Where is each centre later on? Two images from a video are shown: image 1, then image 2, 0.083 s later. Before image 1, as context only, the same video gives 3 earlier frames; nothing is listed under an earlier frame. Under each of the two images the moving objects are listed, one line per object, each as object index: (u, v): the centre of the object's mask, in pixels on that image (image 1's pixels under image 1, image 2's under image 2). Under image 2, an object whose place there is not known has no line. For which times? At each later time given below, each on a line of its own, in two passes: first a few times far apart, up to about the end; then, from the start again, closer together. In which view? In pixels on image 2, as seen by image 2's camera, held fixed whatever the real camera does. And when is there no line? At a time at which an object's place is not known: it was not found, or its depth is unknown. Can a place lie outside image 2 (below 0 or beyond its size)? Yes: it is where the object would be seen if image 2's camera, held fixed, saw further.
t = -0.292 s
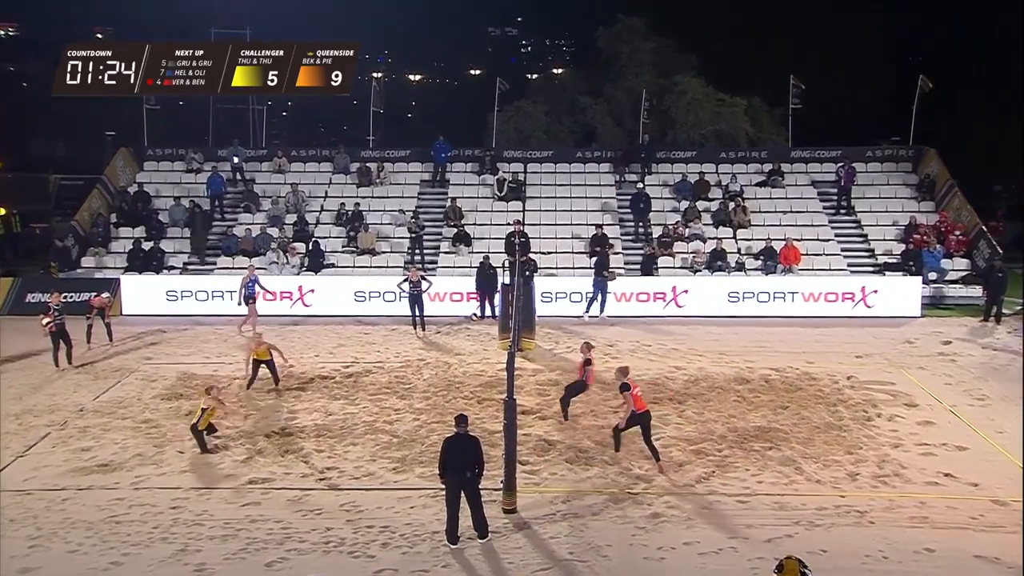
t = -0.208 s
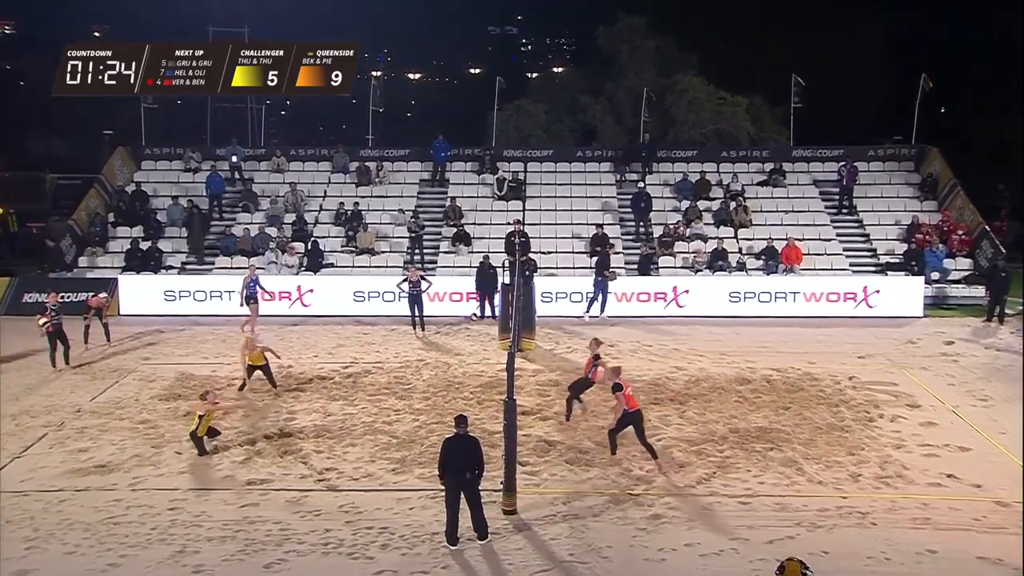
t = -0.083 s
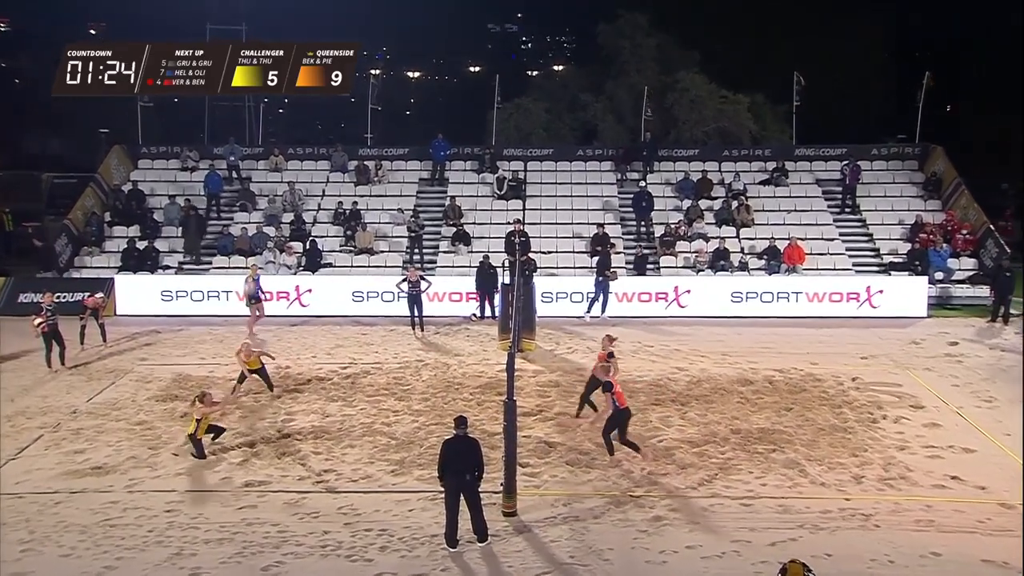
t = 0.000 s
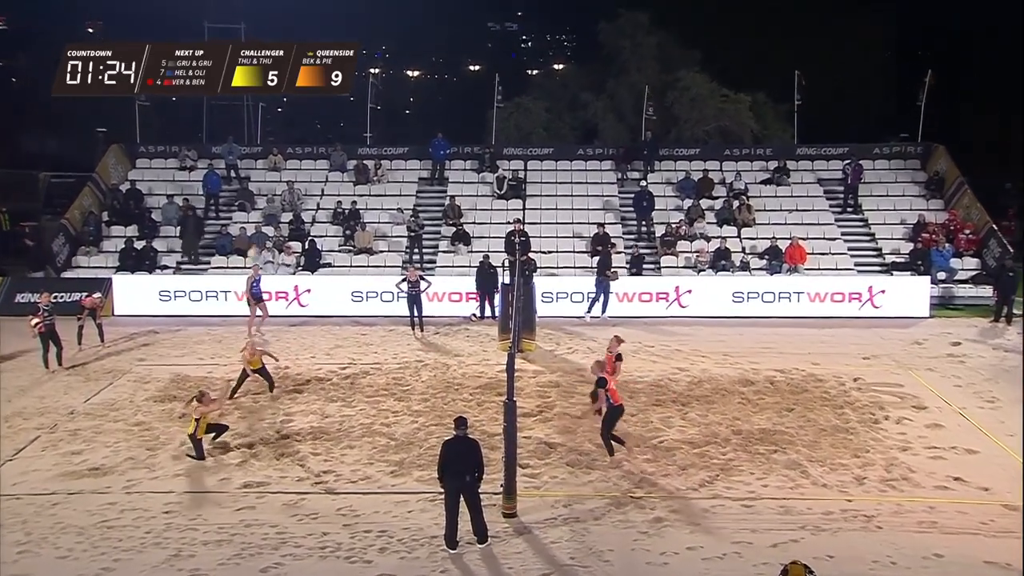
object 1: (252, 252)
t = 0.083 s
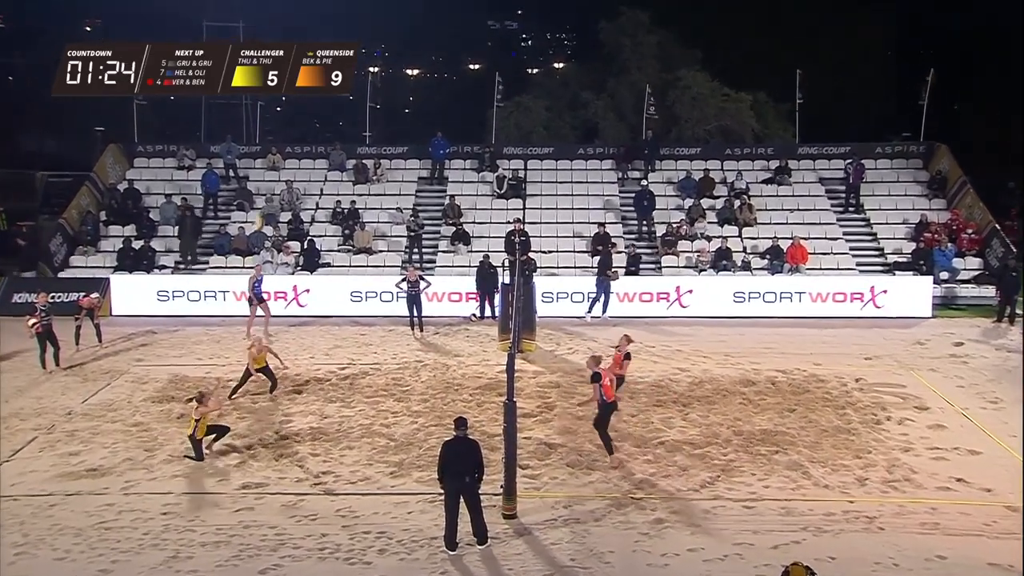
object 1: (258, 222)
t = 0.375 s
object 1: (272, 153)
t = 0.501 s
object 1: (280, 138)
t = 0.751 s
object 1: (295, 133)
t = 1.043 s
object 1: (313, 169)
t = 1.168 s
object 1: (320, 198)
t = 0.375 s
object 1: (272, 153)
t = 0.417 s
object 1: (275, 147)
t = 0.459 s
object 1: (278, 142)
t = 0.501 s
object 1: (280, 138)
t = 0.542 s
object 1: (282, 135)
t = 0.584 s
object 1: (285, 133)
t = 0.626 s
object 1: (287, 131)
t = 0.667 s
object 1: (289, 131)
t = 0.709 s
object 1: (292, 132)
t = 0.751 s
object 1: (295, 133)
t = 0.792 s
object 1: (297, 136)
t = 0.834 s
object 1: (299, 139)
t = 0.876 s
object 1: (302, 143)
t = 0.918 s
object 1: (305, 147)
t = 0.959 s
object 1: (308, 153)
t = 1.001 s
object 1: (309, 160)
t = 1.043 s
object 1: (313, 169)
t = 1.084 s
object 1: (316, 176)
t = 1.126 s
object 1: (319, 187)
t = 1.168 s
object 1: (320, 198)
